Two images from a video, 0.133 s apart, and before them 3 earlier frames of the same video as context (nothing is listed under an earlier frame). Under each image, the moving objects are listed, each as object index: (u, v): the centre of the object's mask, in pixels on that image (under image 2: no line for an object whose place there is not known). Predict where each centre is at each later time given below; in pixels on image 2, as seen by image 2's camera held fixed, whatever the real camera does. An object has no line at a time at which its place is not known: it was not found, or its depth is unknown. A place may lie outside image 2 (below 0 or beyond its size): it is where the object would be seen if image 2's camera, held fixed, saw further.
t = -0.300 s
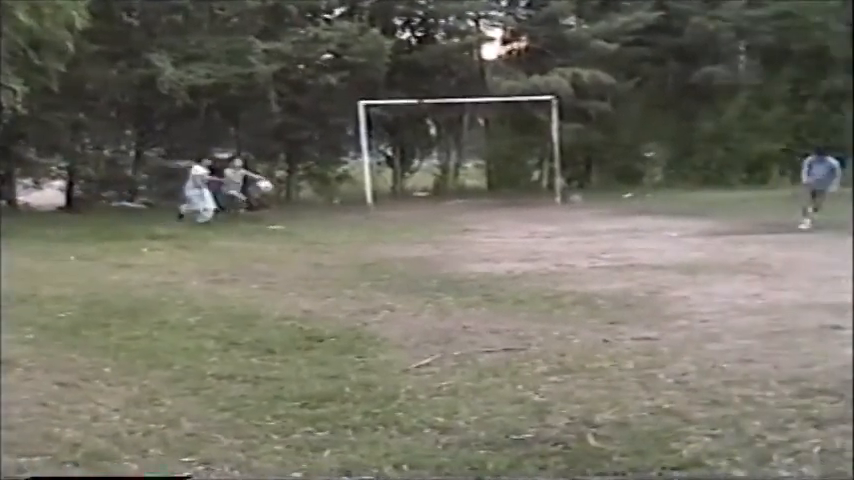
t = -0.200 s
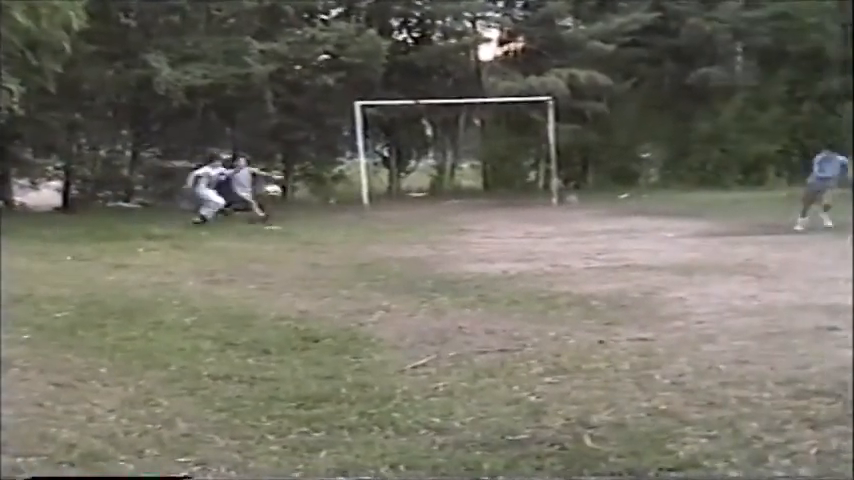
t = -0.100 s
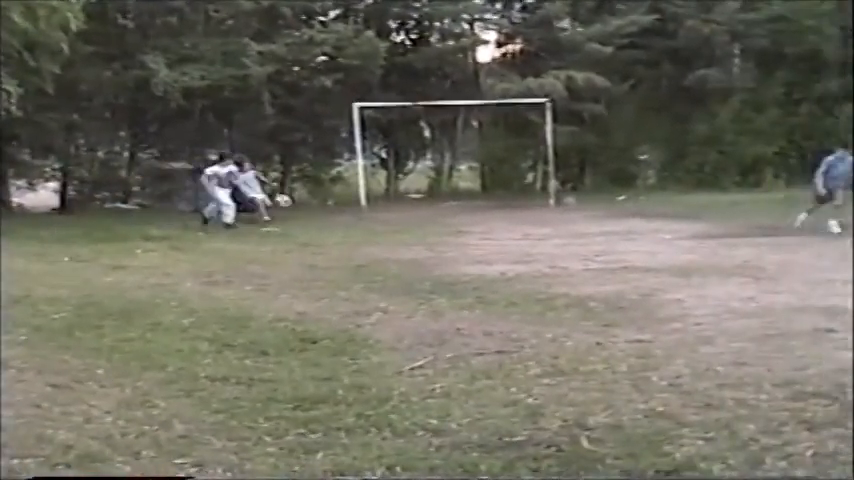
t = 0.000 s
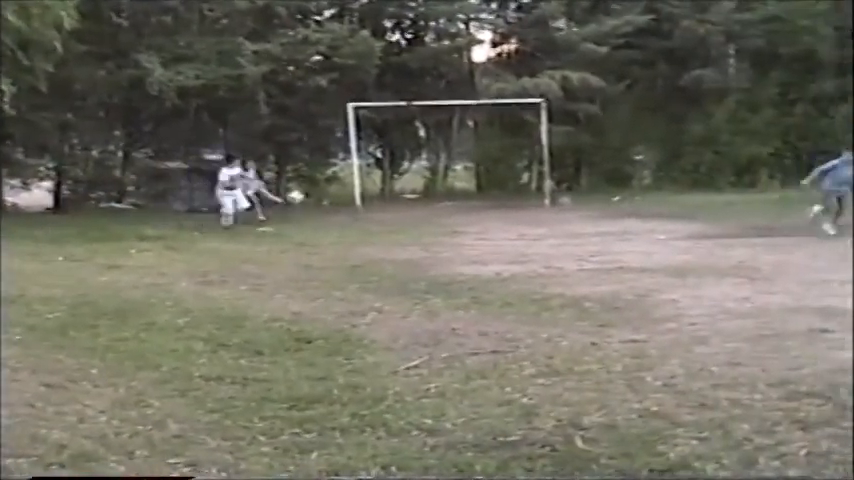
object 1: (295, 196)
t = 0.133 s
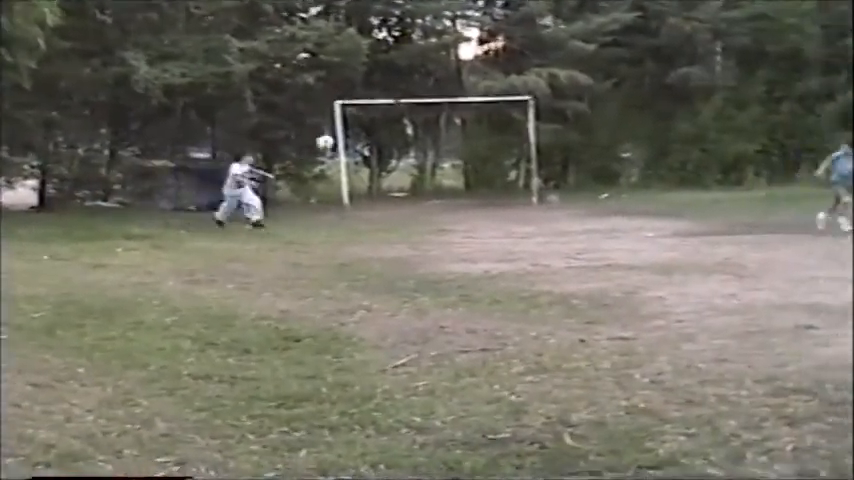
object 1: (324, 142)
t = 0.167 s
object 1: (334, 129)
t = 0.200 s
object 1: (348, 118)
